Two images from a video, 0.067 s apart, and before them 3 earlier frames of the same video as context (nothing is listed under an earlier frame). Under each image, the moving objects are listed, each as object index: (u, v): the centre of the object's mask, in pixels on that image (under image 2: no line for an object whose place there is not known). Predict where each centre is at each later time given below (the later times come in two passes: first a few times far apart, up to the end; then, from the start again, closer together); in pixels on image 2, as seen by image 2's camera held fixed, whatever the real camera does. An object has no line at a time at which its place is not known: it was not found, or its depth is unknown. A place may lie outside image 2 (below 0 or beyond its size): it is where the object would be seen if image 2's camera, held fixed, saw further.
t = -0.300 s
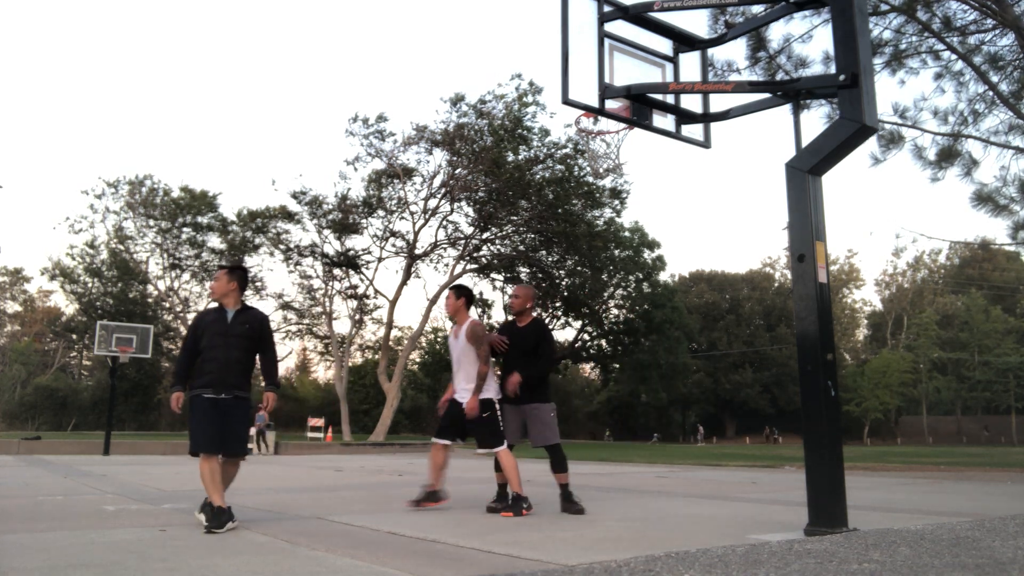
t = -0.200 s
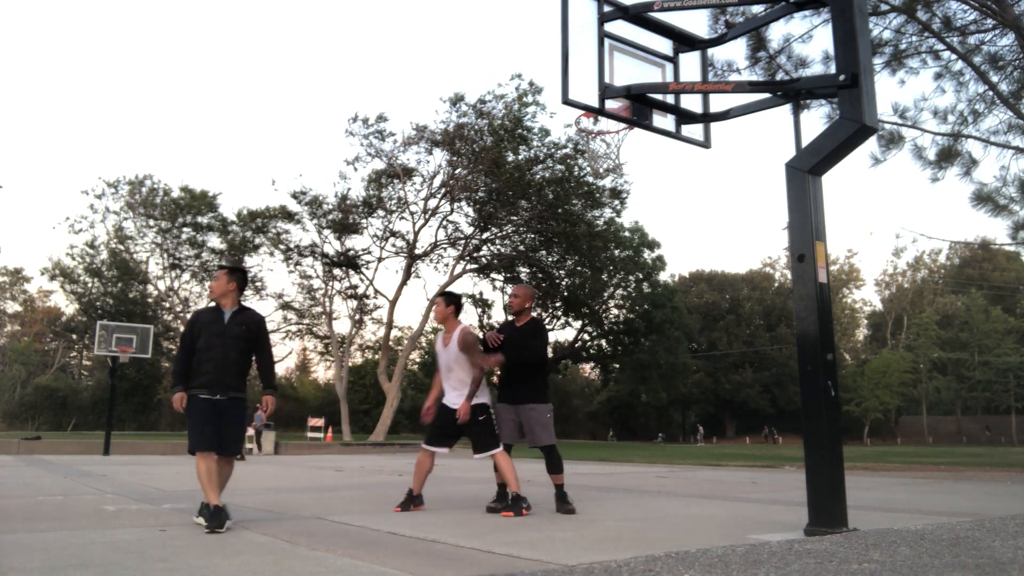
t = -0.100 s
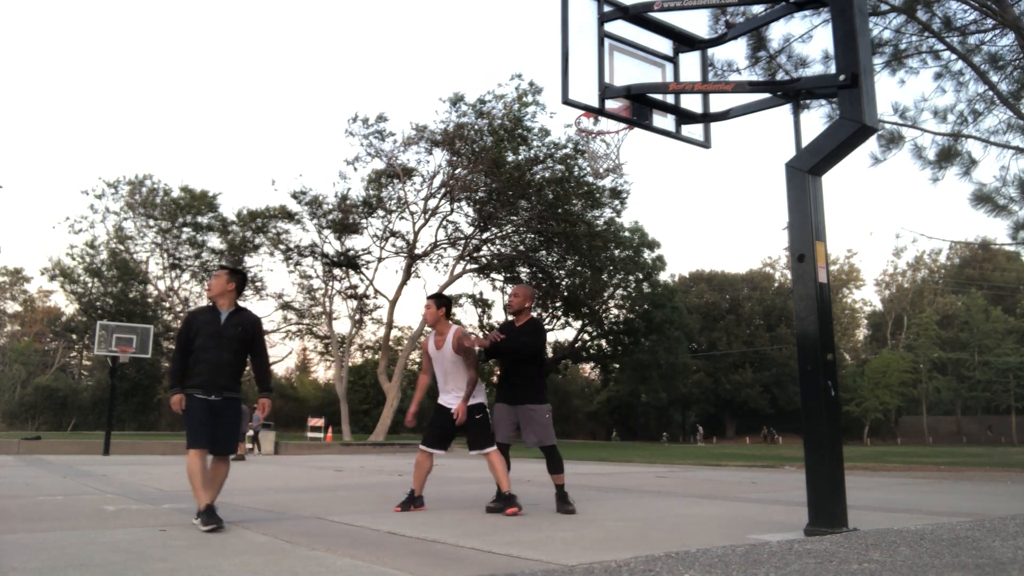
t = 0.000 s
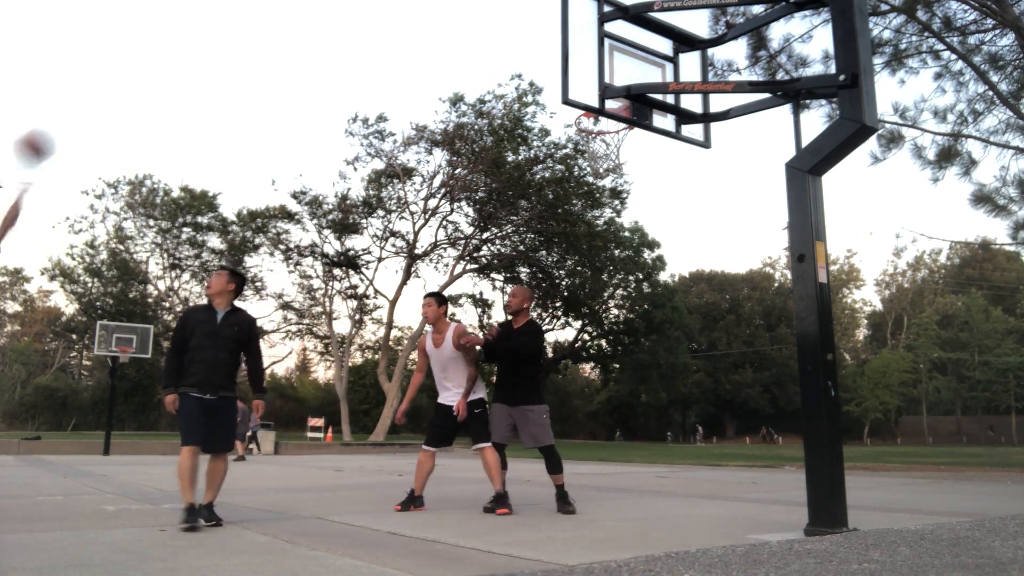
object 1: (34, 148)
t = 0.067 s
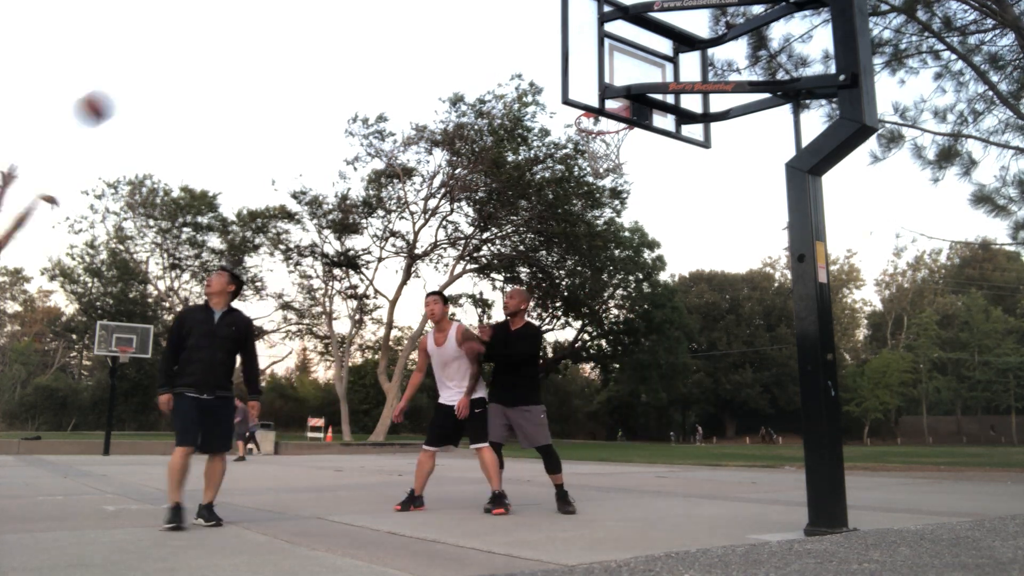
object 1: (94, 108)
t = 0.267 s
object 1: (251, 37)
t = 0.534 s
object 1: (428, 23)
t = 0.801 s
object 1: (581, 85)
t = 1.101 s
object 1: (532, 65)
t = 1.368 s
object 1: (415, 79)
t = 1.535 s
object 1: (333, 136)
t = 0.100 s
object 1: (122, 92)
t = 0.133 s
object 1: (150, 78)
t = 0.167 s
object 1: (176, 65)
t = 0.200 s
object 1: (202, 54)
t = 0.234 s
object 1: (227, 45)
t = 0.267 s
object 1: (251, 37)
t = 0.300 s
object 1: (275, 31)
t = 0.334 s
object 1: (298, 26)
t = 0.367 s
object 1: (321, 22)
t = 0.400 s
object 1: (343, 20)
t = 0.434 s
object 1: (365, 19)
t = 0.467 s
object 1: (386, 19)
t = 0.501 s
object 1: (407, 21)
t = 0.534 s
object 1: (428, 23)
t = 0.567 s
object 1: (447, 27)
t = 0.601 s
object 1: (467, 33)
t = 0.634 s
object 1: (487, 39)
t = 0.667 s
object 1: (506, 47)
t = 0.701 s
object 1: (525, 55)
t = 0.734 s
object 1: (543, 65)
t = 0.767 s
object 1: (561, 76)
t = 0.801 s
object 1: (581, 85)
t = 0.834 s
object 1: (598, 97)
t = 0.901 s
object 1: (617, 111)
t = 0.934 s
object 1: (592, 95)
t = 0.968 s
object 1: (585, 88)
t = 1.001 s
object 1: (577, 80)
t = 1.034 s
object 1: (557, 75)
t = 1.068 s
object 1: (544, 69)
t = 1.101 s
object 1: (532, 65)
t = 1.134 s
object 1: (517, 62)
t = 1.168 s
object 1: (503, 60)
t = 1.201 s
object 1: (489, 60)
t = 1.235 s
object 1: (475, 61)
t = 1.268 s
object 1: (460, 64)
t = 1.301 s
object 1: (445, 67)
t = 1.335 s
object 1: (430, 73)
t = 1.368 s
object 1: (415, 79)
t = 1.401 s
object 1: (399, 87)
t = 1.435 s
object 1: (383, 97)
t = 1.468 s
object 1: (367, 108)
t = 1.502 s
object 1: (350, 121)
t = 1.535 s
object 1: (333, 136)
